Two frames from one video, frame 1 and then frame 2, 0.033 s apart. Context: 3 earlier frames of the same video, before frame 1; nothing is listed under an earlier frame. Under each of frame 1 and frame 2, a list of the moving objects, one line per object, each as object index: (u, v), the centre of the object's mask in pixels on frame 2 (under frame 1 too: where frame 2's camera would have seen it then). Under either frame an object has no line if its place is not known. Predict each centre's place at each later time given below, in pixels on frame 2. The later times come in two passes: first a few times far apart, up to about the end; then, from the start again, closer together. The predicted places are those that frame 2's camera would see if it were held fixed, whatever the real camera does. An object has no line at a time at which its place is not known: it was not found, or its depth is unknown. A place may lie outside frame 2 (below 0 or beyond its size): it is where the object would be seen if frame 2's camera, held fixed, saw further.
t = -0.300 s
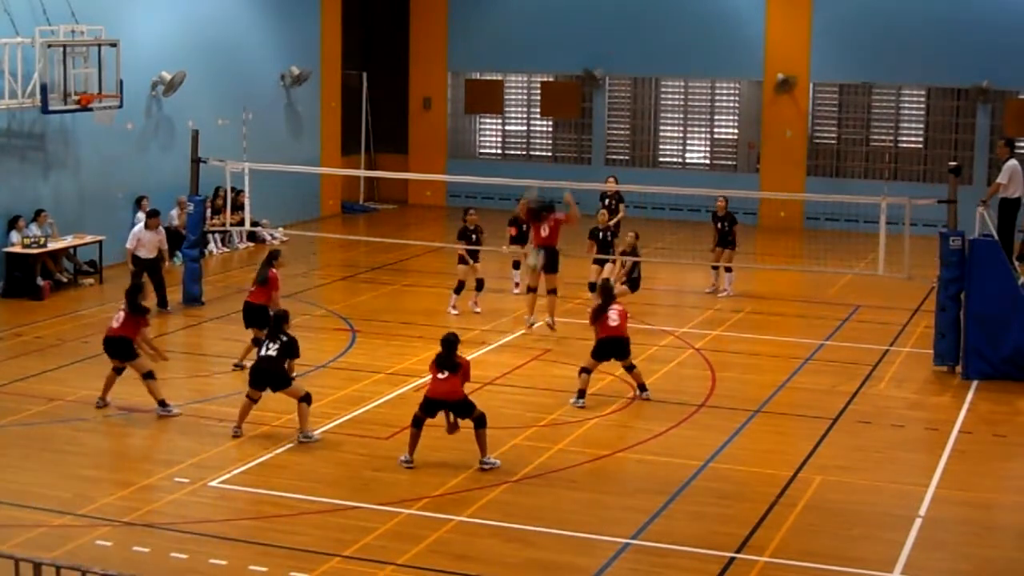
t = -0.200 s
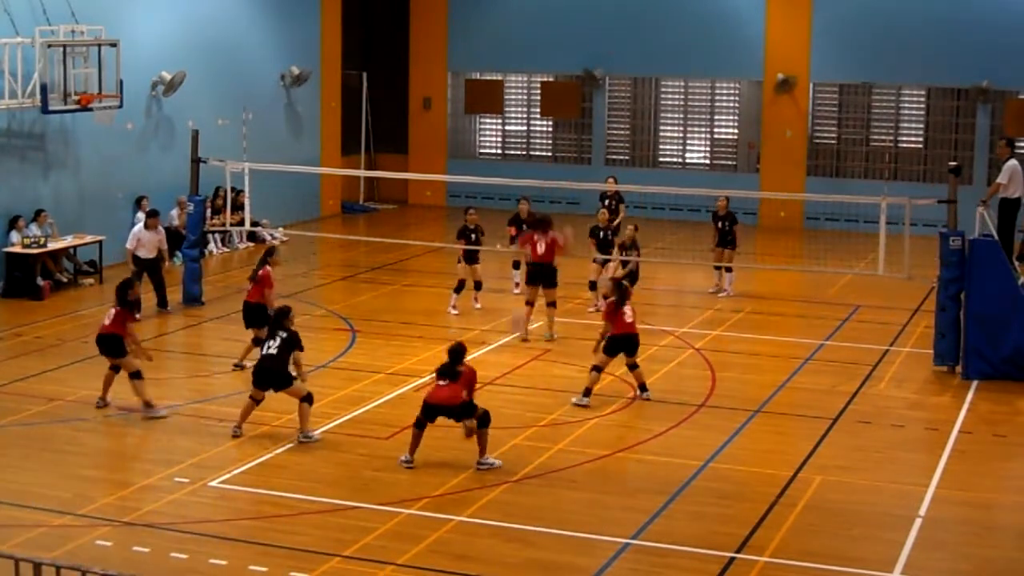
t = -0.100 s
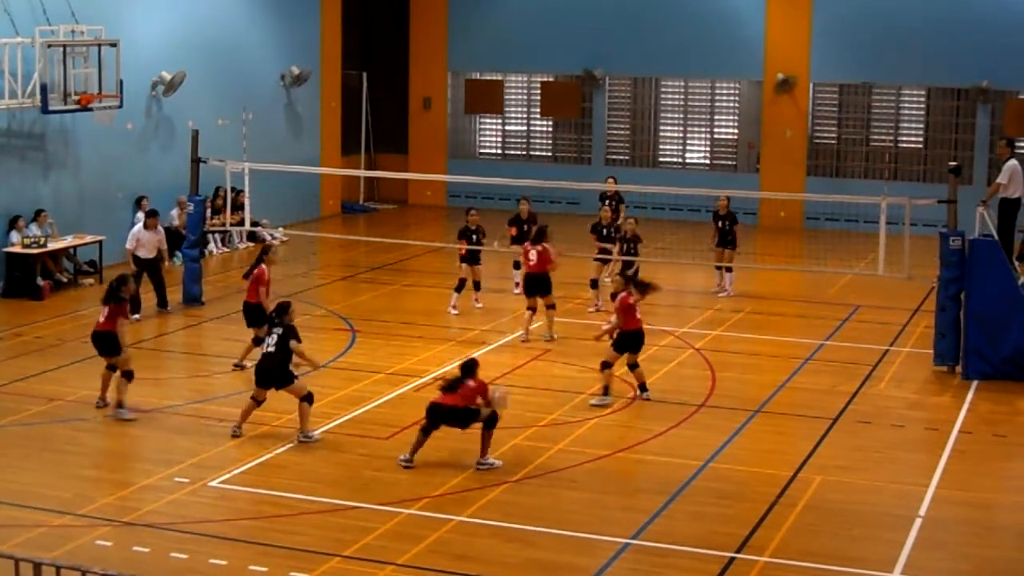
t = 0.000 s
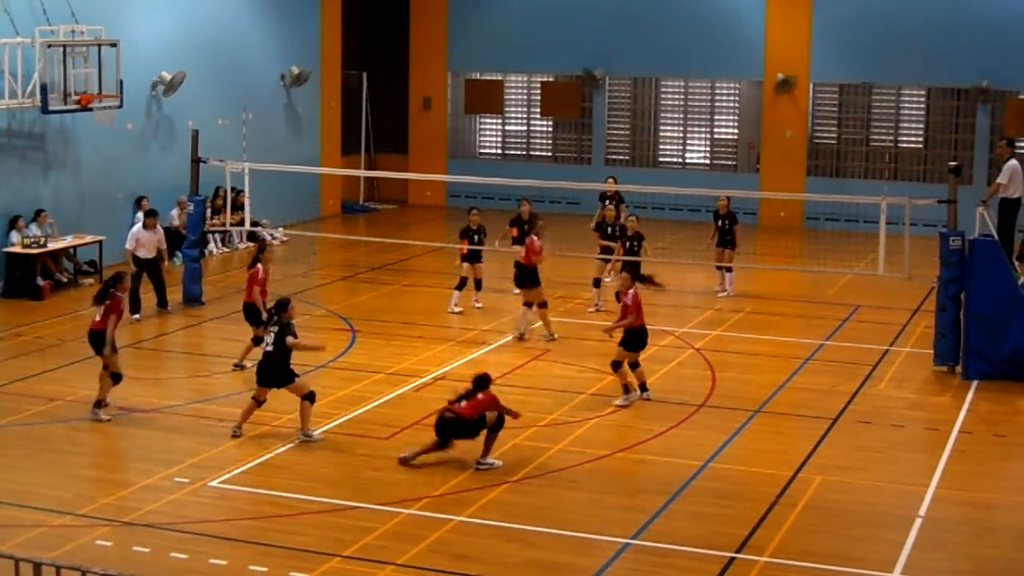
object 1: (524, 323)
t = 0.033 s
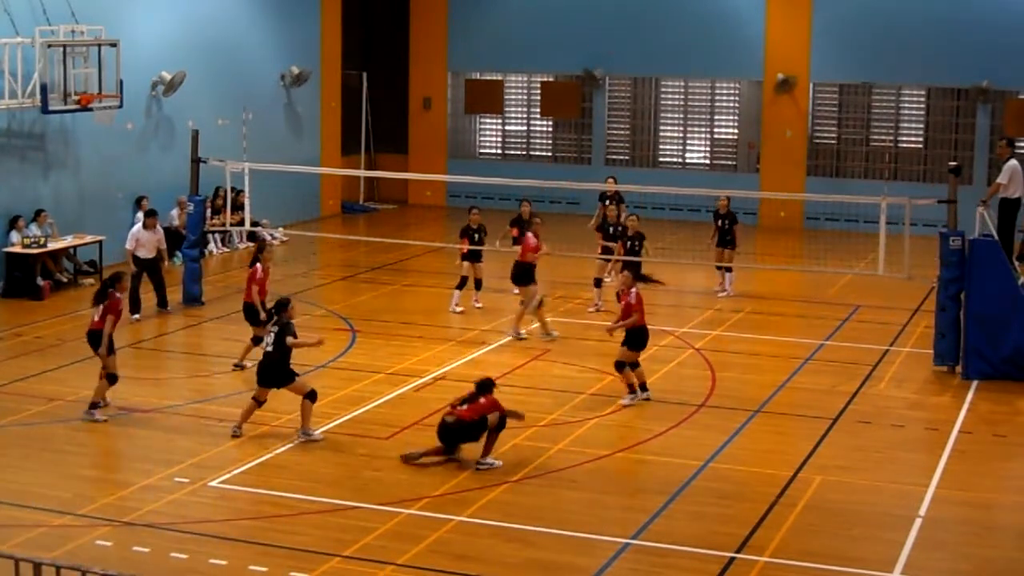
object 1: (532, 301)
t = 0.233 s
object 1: (589, 176)
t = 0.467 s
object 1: (647, 84)
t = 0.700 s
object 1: (701, 48)
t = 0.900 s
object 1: (742, 57)
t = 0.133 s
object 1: (563, 229)
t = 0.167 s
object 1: (571, 212)
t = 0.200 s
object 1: (579, 194)
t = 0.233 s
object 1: (589, 176)
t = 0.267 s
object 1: (597, 160)
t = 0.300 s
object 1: (607, 144)
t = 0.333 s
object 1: (616, 131)
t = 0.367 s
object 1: (625, 115)
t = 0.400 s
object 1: (631, 104)
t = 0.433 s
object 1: (641, 92)
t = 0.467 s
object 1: (647, 84)
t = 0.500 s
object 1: (656, 75)
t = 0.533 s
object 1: (663, 67)
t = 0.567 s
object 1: (669, 62)
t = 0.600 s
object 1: (679, 56)
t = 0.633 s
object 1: (686, 54)
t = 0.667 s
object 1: (694, 50)
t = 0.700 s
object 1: (701, 48)
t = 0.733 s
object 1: (707, 48)
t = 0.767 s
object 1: (715, 47)
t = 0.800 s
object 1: (721, 49)
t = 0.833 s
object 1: (729, 50)
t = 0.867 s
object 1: (735, 53)
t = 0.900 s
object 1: (742, 57)
